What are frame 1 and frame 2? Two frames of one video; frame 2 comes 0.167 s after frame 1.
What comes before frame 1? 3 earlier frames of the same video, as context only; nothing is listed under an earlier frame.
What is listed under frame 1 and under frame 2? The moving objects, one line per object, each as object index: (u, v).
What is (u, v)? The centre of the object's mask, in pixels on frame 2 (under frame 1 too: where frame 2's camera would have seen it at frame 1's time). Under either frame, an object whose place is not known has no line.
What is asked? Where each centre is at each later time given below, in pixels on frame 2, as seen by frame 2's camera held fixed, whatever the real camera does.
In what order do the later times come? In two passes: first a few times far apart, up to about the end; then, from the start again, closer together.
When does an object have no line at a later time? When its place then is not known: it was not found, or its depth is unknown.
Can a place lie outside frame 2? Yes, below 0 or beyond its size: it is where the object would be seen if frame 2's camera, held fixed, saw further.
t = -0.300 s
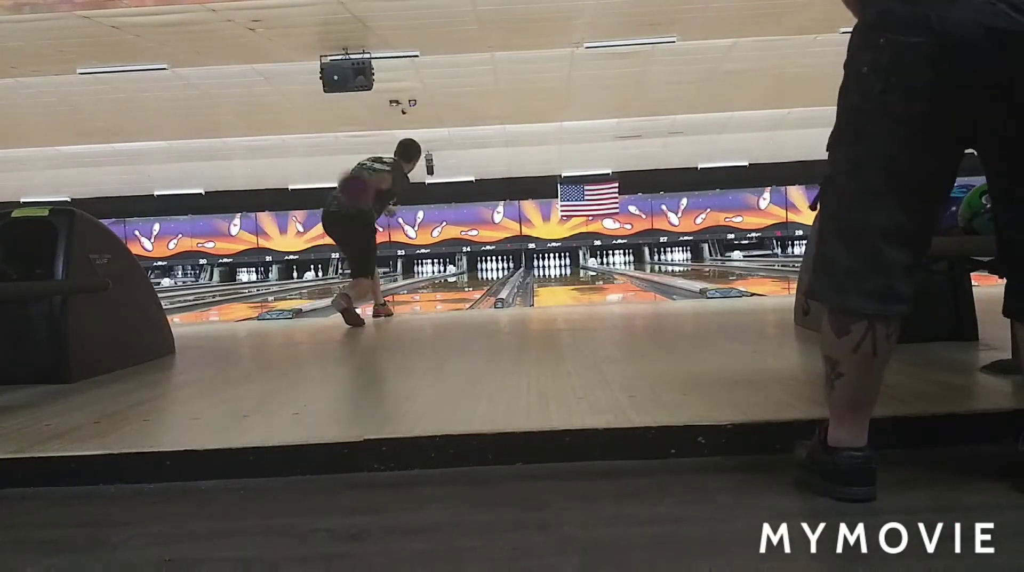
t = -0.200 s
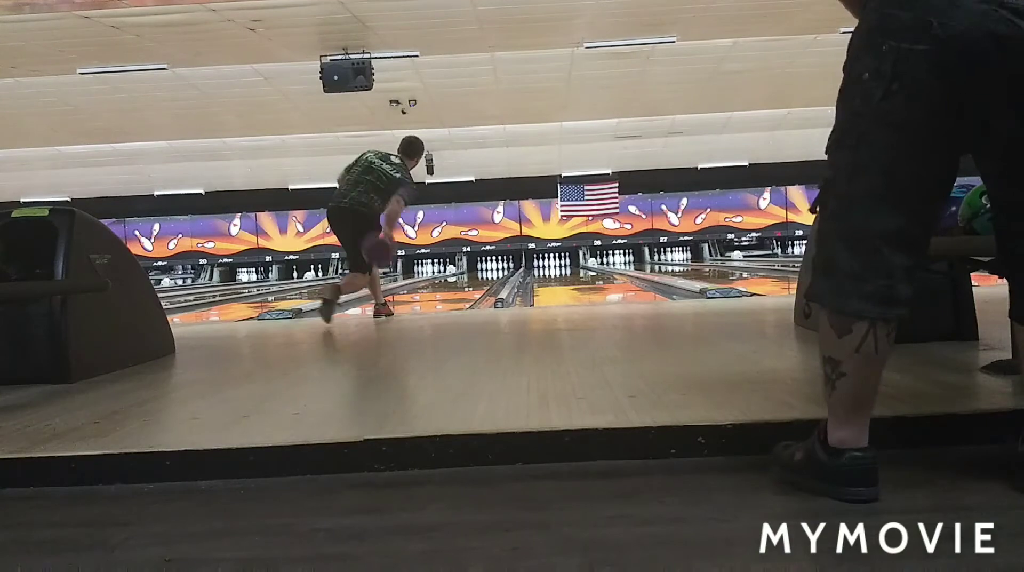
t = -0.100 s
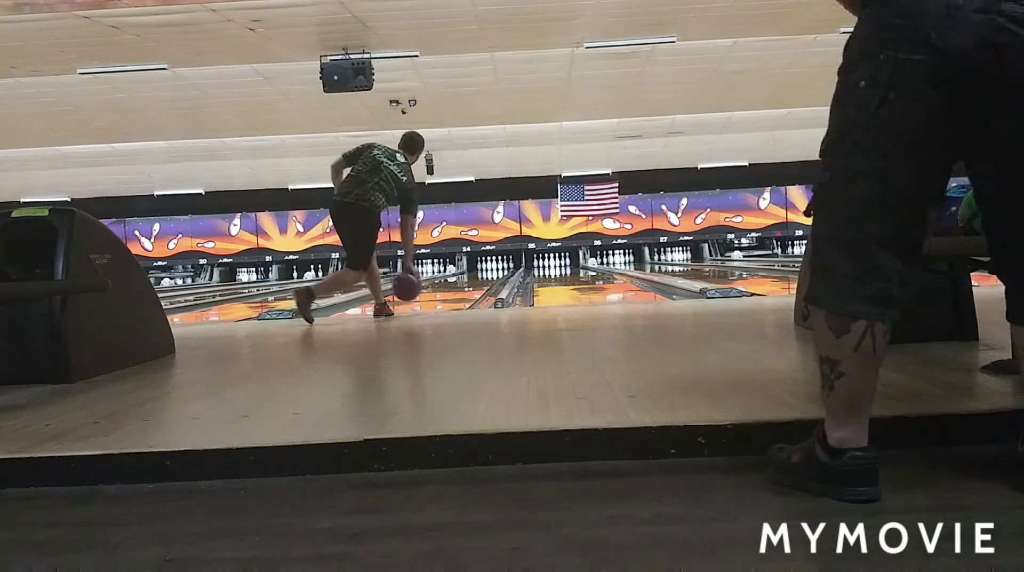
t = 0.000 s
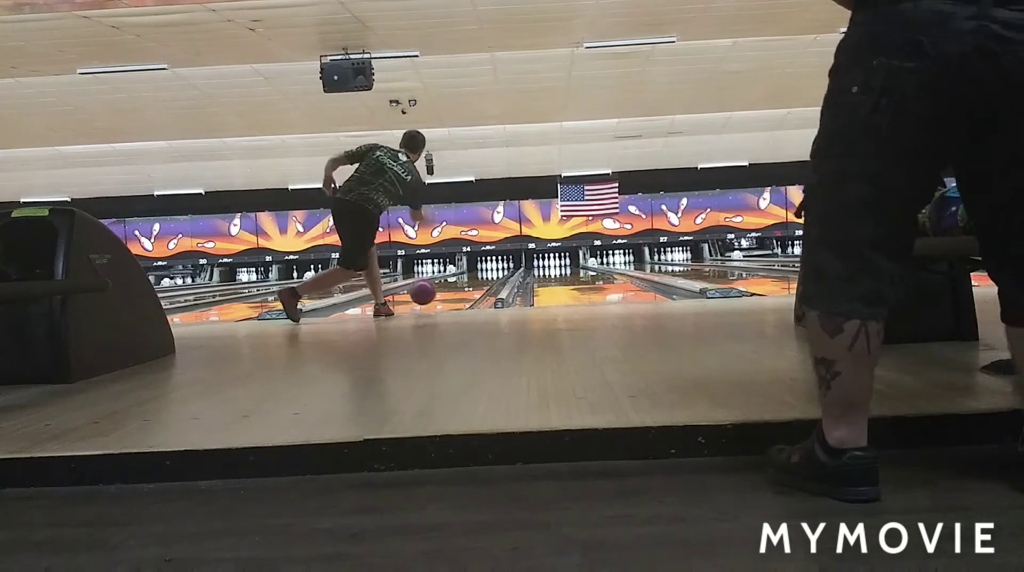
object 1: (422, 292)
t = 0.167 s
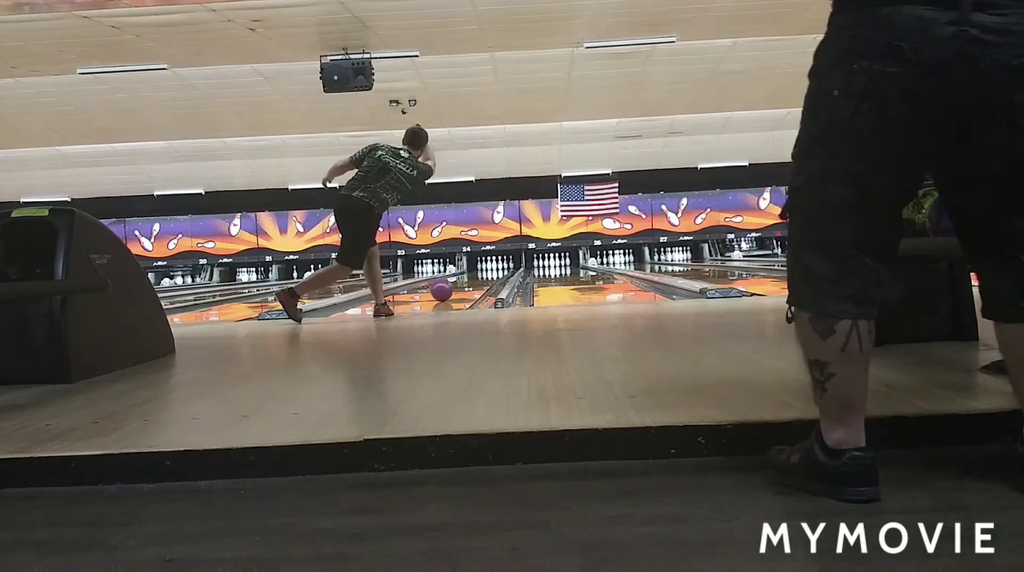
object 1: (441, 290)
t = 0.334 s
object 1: (454, 284)
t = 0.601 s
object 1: (470, 278)
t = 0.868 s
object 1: (481, 275)
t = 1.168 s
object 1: (489, 272)
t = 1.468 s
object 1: (496, 270)
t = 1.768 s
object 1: (500, 269)
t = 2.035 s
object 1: (501, 268)
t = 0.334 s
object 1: (454, 284)
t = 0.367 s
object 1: (457, 283)
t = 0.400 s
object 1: (459, 282)
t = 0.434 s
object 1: (461, 281)
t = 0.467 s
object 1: (464, 281)
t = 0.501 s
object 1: (465, 280)
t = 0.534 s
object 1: (467, 279)
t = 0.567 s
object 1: (469, 279)
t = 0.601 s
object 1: (470, 278)
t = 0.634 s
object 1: (472, 278)
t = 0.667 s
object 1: (473, 277)
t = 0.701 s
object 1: (475, 277)
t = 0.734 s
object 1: (475, 277)
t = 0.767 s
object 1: (477, 276)
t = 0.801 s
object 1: (479, 275)
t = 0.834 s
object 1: (479, 275)
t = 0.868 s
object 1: (481, 275)
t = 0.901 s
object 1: (482, 274)
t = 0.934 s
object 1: (483, 274)
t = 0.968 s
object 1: (484, 274)
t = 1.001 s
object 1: (485, 273)
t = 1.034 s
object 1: (486, 273)
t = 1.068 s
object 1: (487, 273)
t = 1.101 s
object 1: (488, 272)
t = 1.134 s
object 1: (489, 272)
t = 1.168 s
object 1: (489, 272)
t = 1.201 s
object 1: (490, 271)
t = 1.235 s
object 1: (491, 271)
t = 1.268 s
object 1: (491, 271)
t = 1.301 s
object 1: (492, 271)
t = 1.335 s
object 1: (493, 270)
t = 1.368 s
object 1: (494, 270)
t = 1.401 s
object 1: (494, 270)
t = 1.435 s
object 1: (495, 270)
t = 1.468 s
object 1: (496, 270)
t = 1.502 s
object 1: (496, 270)
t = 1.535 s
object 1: (497, 269)
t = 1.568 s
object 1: (497, 269)
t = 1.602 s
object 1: (498, 269)
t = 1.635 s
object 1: (498, 269)
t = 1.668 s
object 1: (499, 269)
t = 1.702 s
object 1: (499, 269)
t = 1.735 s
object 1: (499, 269)
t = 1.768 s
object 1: (500, 269)
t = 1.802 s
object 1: (500, 268)
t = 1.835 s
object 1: (500, 269)
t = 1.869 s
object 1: (500, 268)
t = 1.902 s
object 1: (501, 269)
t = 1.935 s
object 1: (501, 268)
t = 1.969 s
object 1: (501, 268)
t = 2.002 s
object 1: (501, 268)
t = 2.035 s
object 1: (501, 268)
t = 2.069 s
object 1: (501, 268)
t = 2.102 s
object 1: (501, 268)
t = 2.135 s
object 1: (502, 267)
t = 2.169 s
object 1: (502, 267)
